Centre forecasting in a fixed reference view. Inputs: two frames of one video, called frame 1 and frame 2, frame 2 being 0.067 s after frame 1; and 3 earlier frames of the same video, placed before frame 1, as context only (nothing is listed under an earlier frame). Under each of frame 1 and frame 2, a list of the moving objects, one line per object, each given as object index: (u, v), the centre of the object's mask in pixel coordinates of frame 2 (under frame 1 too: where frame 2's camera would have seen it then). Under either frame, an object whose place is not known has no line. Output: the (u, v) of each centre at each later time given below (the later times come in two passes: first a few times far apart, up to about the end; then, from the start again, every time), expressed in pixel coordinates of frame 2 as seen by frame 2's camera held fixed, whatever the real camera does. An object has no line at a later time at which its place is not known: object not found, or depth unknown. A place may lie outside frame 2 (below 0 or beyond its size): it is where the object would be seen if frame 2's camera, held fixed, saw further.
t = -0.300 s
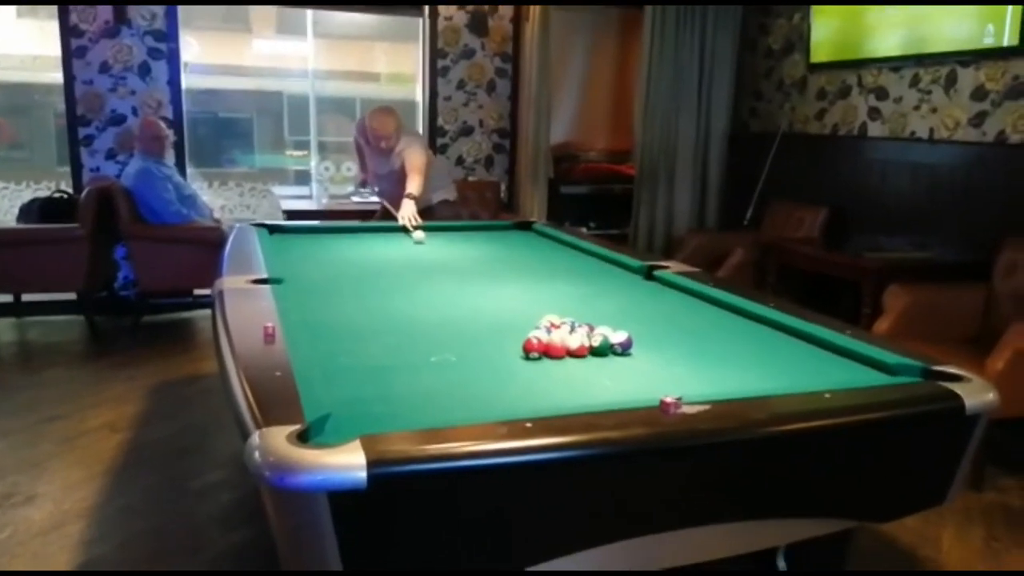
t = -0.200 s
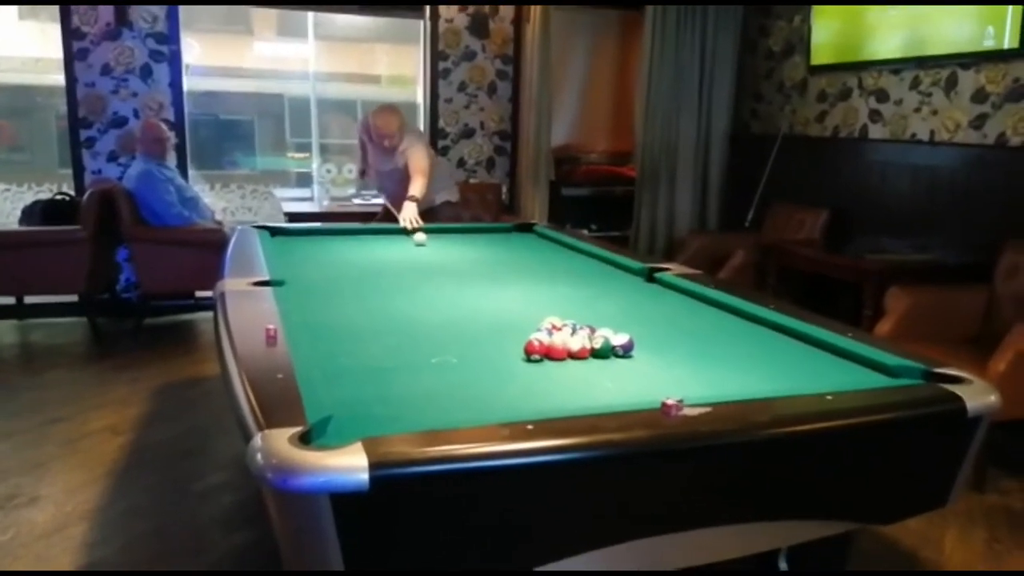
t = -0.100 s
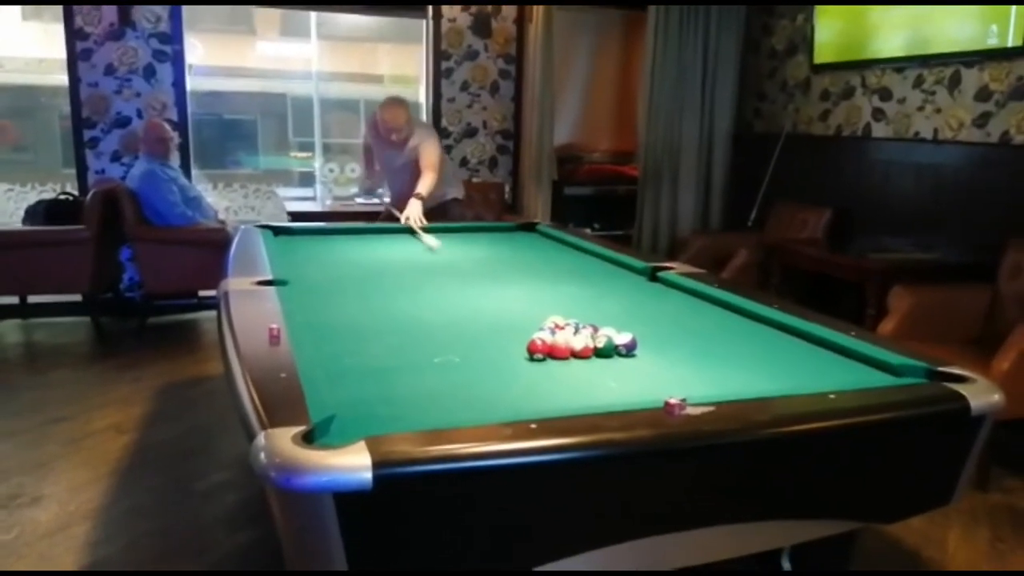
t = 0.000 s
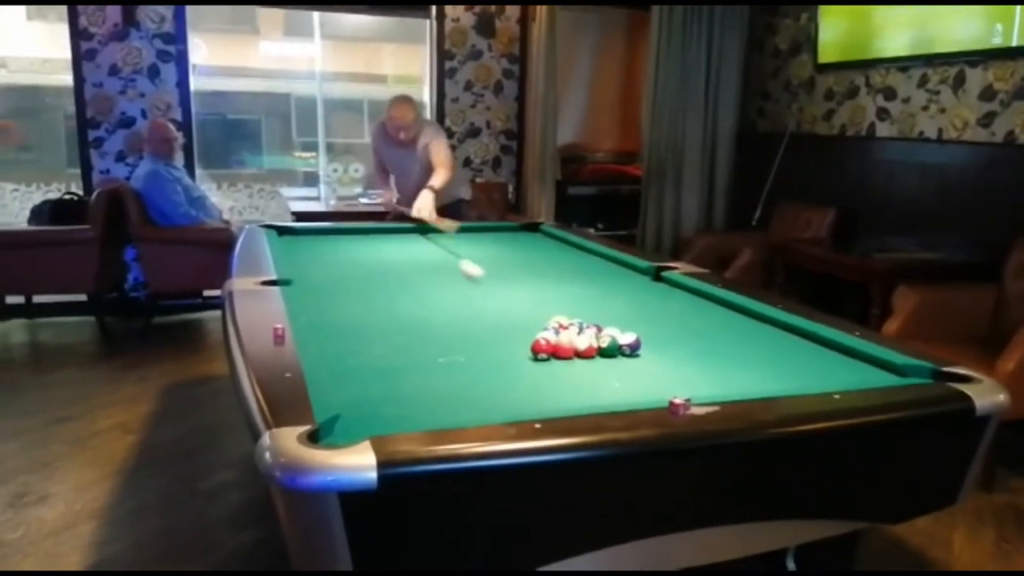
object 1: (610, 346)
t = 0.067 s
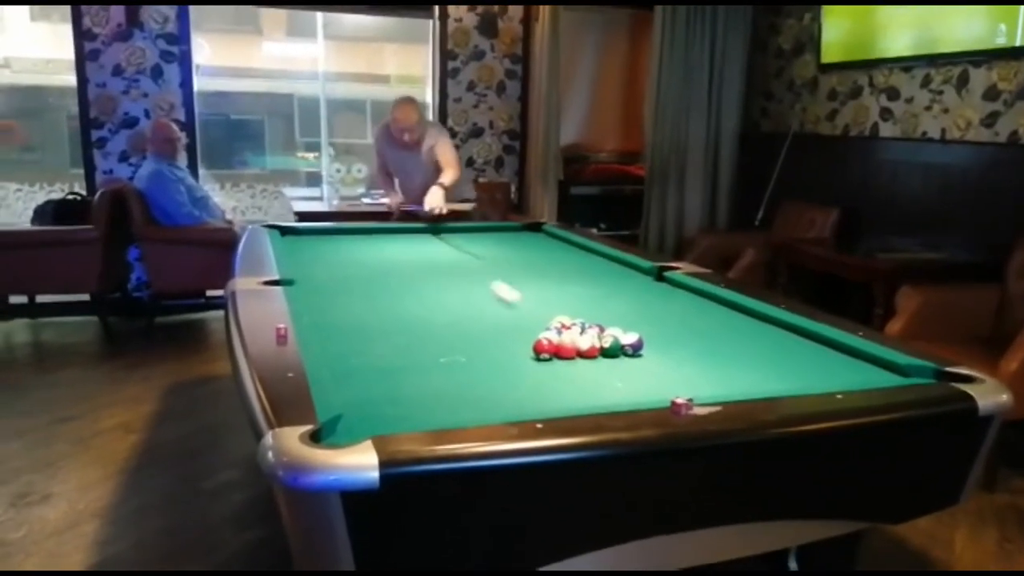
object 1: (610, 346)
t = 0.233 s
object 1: (613, 349)
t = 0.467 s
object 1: (619, 356)
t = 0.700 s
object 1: (625, 363)
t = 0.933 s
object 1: (631, 370)
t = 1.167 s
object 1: (636, 376)
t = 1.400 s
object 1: (640, 382)
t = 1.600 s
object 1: (644, 385)
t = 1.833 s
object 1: (649, 388)
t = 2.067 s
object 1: (654, 390)
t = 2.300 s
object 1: (654, 391)
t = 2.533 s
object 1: (654, 392)
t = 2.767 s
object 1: (655, 393)
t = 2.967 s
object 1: (655, 393)
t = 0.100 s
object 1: (610, 346)
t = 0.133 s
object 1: (611, 346)
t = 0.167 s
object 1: (611, 347)
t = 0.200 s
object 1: (612, 348)
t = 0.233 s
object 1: (613, 349)
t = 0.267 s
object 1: (614, 350)
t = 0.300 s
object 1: (615, 350)
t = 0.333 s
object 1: (615, 351)
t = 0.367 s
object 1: (616, 352)
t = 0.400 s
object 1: (617, 354)
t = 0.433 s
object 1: (618, 355)
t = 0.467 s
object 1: (619, 356)
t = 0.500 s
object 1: (620, 357)
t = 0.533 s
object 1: (621, 358)
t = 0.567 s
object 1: (622, 359)
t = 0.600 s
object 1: (623, 360)
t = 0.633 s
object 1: (624, 361)
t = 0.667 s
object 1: (624, 362)
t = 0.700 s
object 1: (625, 363)
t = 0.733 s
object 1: (626, 364)
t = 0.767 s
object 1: (627, 365)
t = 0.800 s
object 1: (628, 367)
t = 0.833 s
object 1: (629, 367)
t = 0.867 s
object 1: (629, 368)
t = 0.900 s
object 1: (630, 369)
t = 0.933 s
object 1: (631, 370)
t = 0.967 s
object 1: (632, 371)
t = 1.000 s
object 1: (632, 372)
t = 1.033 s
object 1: (633, 373)
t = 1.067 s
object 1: (634, 372)
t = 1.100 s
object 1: (634, 374)
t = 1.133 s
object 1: (635, 375)
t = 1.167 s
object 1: (636, 376)
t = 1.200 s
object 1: (636, 376)
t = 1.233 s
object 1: (637, 378)
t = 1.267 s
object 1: (637, 378)
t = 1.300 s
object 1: (638, 379)
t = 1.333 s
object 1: (639, 380)
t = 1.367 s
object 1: (640, 380)
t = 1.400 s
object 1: (640, 382)
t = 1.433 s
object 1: (641, 382)
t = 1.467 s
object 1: (642, 383)
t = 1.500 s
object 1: (642, 384)
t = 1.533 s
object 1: (643, 384)
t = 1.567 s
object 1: (644, 385)
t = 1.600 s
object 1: (644, 385)
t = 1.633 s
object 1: (645, 386)
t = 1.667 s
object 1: (645, 386)
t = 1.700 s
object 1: (646, 387)
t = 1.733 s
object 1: (646, 387)
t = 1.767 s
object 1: (647, 388)
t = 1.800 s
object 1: (648, 388)
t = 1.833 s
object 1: (649, 388)
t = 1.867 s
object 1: (649, 389)
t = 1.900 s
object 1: (650, 389)
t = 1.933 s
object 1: (651, 389)
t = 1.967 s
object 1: (652, 389)
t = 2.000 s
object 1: (653, 389)
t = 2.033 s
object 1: (653, 389)
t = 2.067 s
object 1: (654, 390)
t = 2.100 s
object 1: (654, 390)
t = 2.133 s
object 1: (655, 390)
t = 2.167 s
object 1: (655, 390)
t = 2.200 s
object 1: (655, 390)
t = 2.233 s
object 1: (655, 390)
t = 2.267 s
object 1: (655, 390)
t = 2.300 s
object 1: (654, 391)
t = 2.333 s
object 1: (655, 391)
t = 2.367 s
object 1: (655, 391)
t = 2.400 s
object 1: (655, 391)
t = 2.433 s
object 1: (655, 392)
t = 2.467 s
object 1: (655, 392)
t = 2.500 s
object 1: (654, 392)
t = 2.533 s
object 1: (654, 392)
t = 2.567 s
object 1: (654, 392)
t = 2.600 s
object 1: (655, 392)
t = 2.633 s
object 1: (655, 392)
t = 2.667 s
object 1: (655, 393)
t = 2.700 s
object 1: (654, 392)
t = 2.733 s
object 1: (654, 392)
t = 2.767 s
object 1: (655, 393)
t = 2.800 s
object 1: (655, 393)
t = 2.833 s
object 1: (655, 393)
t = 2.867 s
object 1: (655, 393)
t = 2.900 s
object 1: (655, 393)
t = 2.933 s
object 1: (655, 393)
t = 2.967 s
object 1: (655, 393)
